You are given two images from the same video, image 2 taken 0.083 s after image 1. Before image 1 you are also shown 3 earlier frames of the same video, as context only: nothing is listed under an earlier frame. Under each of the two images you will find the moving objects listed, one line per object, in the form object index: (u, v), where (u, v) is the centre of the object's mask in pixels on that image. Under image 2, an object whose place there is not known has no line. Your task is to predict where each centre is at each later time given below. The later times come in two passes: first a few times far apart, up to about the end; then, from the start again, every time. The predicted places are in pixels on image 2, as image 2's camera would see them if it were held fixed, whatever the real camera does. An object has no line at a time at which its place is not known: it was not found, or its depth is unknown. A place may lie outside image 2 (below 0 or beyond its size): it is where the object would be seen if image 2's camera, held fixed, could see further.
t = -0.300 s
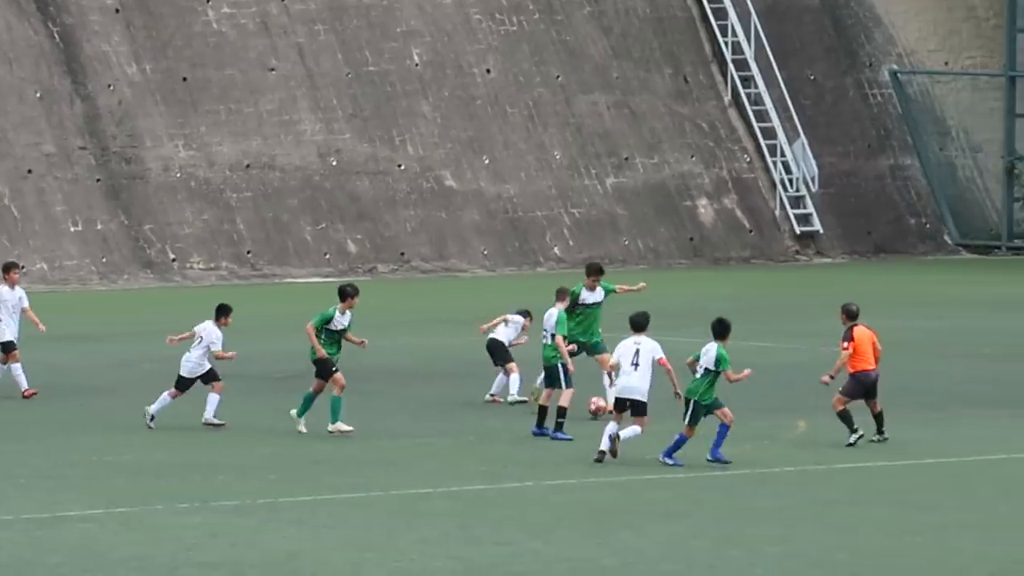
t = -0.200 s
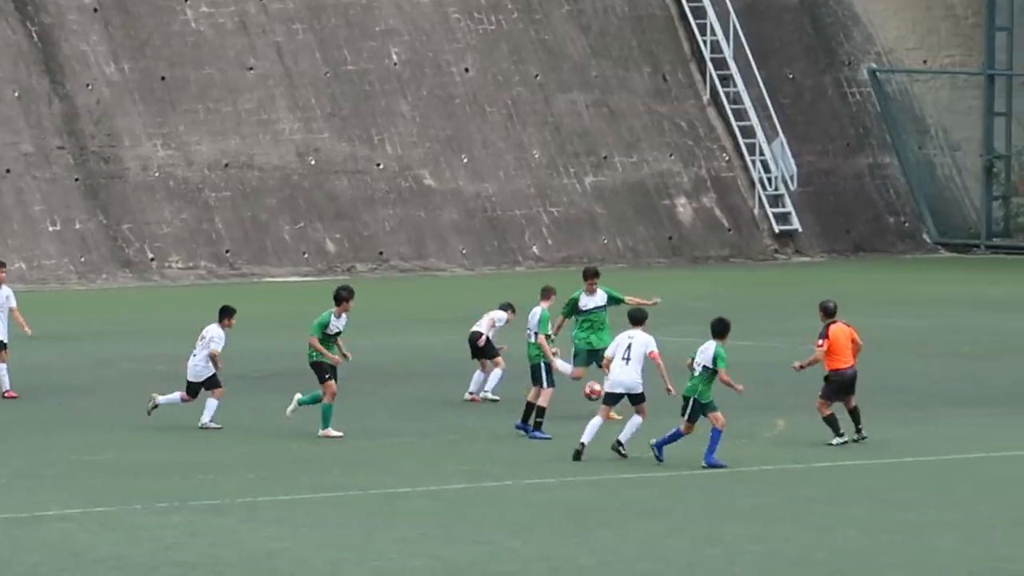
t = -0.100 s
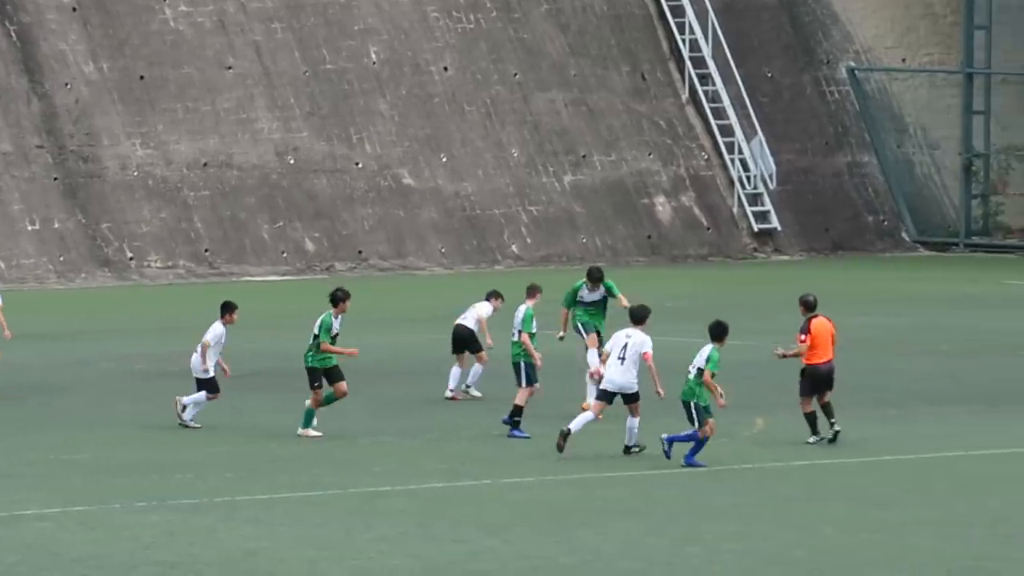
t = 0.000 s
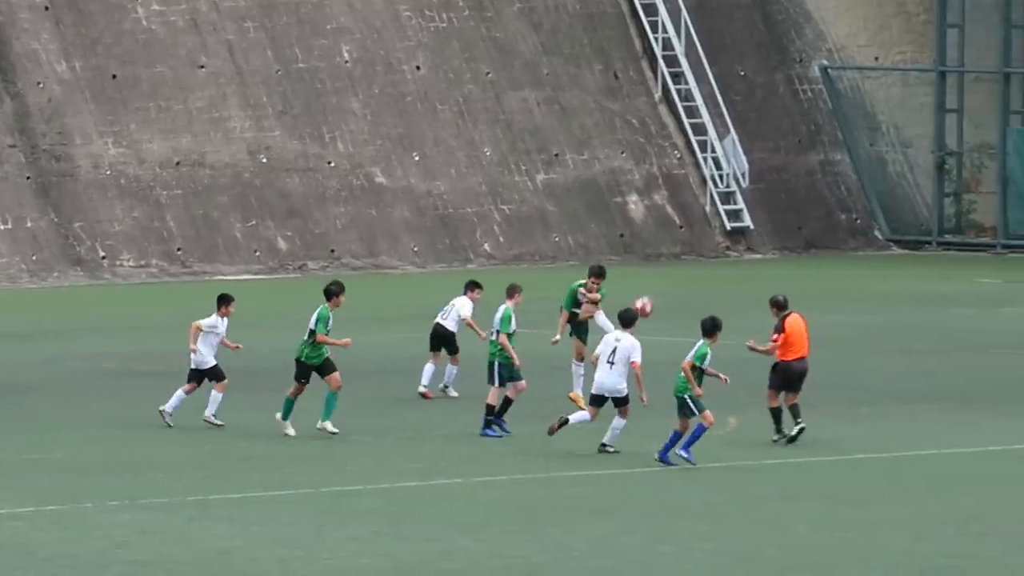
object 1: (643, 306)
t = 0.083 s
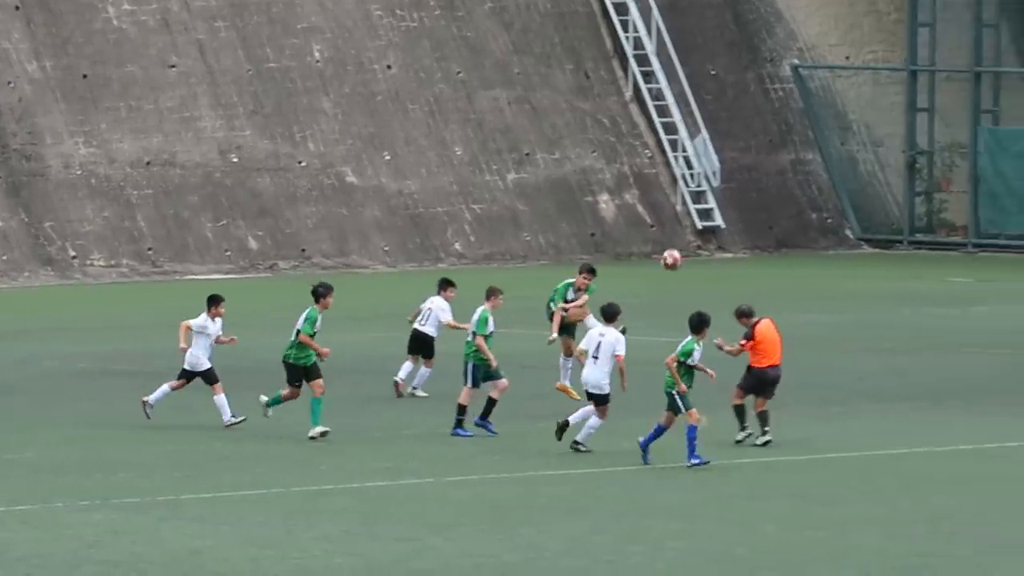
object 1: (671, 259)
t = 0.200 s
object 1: (752, 201)
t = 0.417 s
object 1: (895, 137)
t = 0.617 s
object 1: (1021, 118)
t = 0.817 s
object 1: (1145, 145)
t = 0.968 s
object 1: (1226, 198)
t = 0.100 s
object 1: (683, 250)
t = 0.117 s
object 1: (694, 242)
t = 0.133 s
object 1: (706, 234)
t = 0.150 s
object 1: (717, 225)
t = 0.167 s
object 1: (729, 217)
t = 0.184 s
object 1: (740, 210)
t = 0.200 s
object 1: (752, 201)
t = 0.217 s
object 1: (763, 195)
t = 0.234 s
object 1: (774, 190)
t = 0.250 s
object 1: (785, 182)
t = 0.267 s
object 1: (796, 176)
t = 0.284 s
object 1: (807, 171)
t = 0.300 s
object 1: (819, 166)
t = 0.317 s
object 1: (830, 160)
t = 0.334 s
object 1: (840, 156)
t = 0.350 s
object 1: (851, 151)
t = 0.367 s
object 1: (863, 148)
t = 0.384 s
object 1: (874, 144)
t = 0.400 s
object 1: (885, 140)
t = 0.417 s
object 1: (895, 137)
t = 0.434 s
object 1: (905, 133)
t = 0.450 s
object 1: (917, 130)
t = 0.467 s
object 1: (927, 127)
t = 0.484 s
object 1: (938, 125)
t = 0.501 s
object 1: (948, 124)
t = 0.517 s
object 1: (959, 122)
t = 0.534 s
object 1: (970, 120)
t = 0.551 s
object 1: (980, 119)
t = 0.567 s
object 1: (991, 117)
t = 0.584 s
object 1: (1000, 117)
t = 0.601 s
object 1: (1011, 117)
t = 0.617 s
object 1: (1021, 118)
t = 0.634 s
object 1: (1032, 118)
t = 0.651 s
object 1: (1042, 119)
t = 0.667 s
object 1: (1053, 120)
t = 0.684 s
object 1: (1063, 121)
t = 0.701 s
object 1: (1074, 123)
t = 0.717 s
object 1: (1084, 125)
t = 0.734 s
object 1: (1094, 128)
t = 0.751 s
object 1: (1104, 130)
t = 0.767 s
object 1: (1114, 134)
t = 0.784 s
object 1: (1124, 137)
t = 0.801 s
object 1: (1134, 141)
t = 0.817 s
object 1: (1145, 145)
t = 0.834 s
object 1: (1154, 150)
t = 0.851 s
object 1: (1164, 155)
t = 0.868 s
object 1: (1174, 160)
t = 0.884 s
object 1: (1184, 166)
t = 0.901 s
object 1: (1195, 172)
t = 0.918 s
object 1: (1205, 178)
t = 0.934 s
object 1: (1213, 185)
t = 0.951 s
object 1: (1220, 192)
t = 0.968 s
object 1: (1226, 198)
